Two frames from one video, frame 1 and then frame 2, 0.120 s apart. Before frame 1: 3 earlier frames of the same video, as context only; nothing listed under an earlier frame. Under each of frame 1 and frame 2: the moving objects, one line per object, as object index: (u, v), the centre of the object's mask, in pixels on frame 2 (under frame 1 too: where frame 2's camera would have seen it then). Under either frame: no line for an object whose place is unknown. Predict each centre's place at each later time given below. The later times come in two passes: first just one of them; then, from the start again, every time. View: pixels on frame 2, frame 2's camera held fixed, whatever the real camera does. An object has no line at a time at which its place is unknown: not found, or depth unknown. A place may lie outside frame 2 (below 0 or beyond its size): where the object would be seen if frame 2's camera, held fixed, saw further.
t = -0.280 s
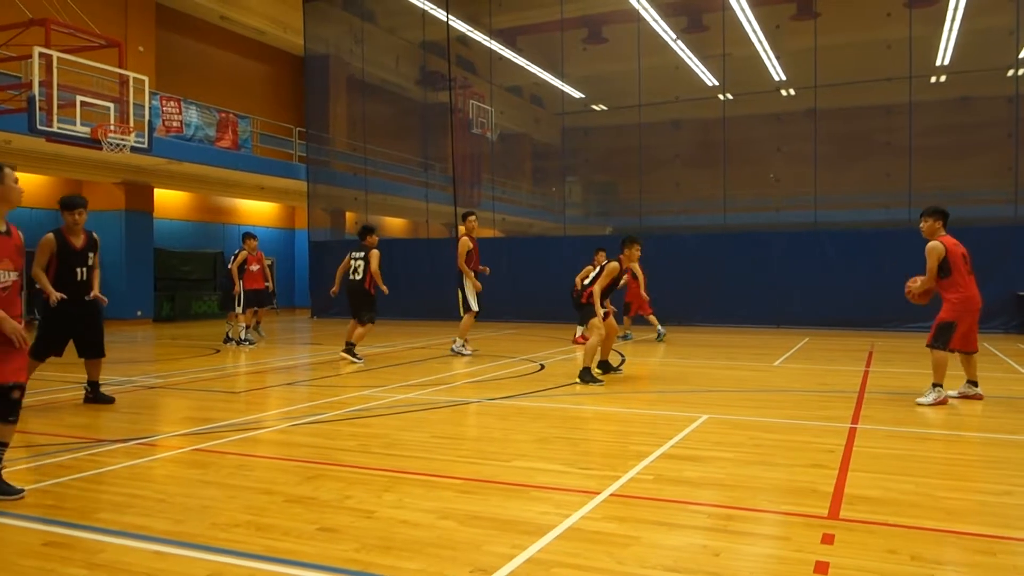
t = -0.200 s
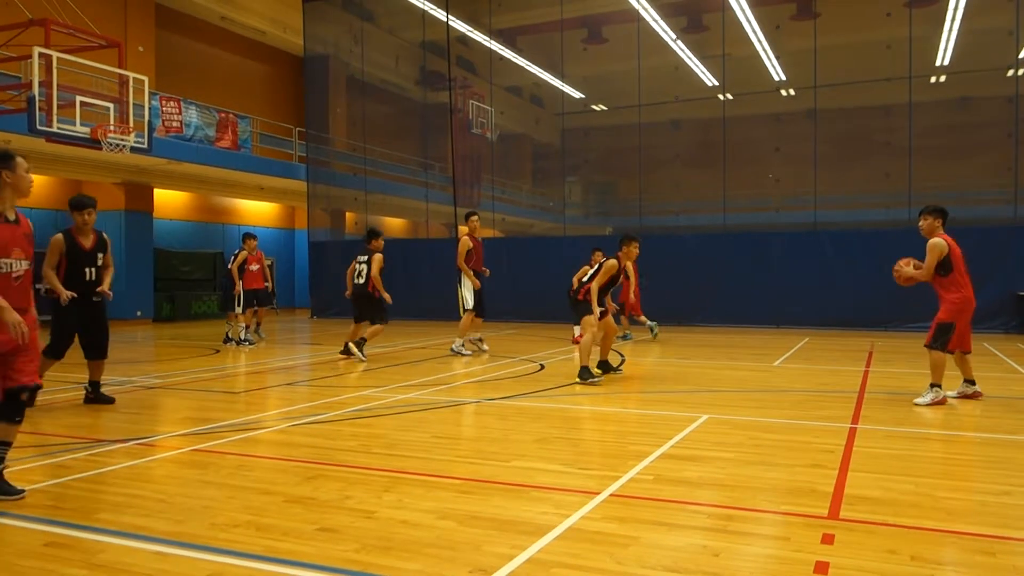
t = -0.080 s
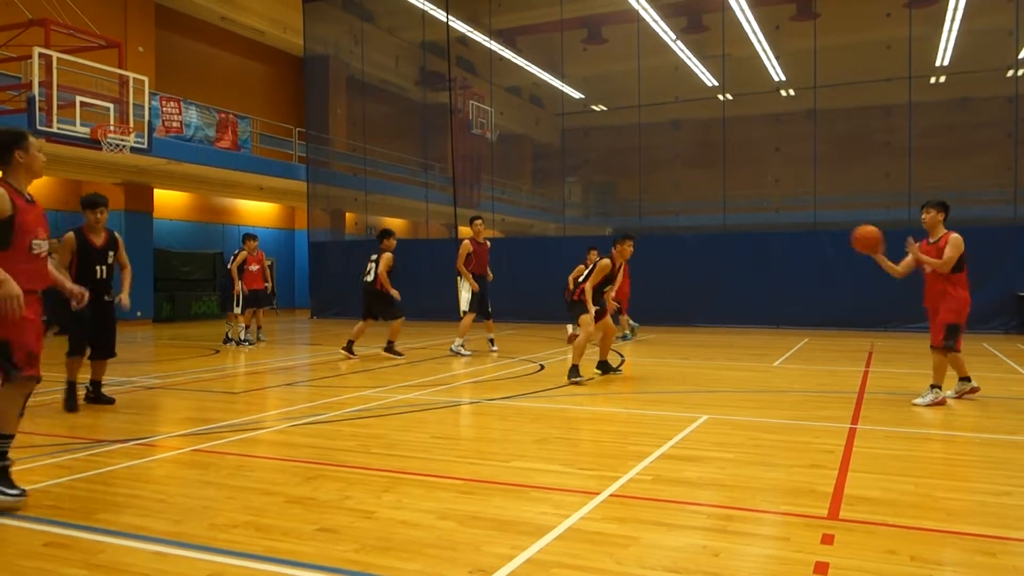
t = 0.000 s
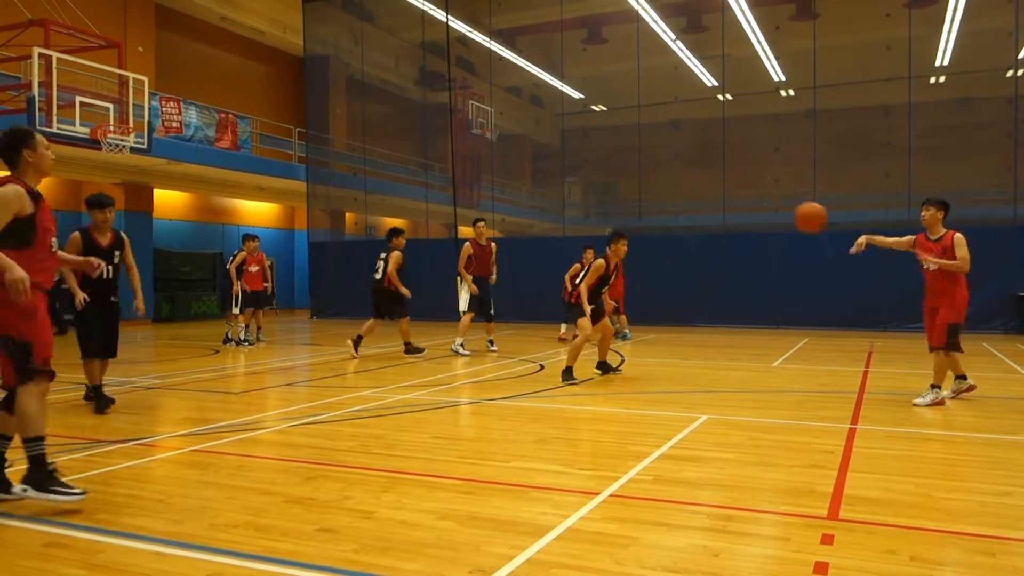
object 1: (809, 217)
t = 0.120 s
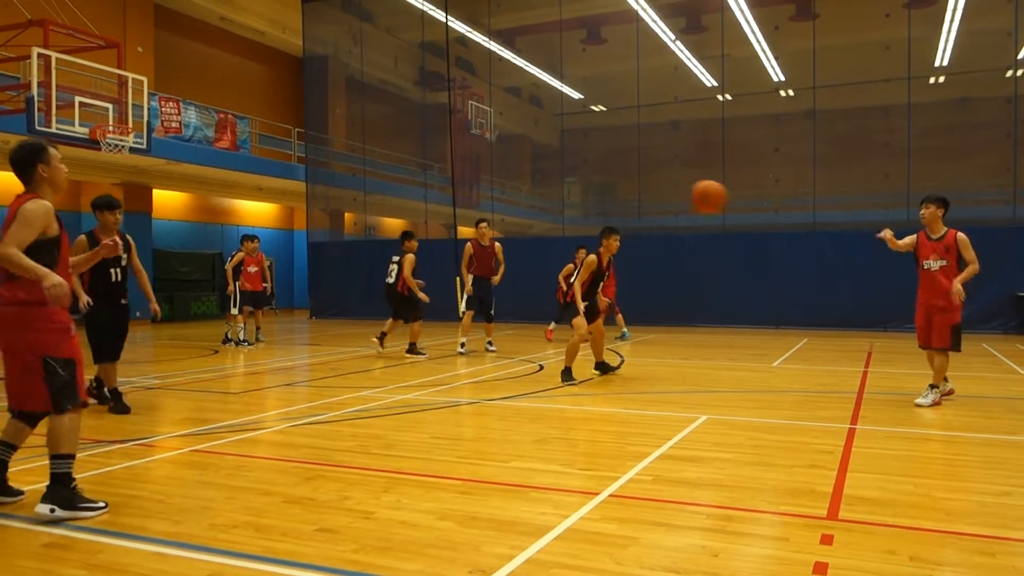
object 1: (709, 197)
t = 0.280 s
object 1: (537, 193)
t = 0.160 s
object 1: (670, 194)
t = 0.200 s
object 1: (628, 191)
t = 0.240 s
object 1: (584, 191)
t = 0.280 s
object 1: (537, 193)
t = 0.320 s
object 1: (486, 197)
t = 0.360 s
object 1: (430, 205)
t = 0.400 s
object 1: (368, 217)
